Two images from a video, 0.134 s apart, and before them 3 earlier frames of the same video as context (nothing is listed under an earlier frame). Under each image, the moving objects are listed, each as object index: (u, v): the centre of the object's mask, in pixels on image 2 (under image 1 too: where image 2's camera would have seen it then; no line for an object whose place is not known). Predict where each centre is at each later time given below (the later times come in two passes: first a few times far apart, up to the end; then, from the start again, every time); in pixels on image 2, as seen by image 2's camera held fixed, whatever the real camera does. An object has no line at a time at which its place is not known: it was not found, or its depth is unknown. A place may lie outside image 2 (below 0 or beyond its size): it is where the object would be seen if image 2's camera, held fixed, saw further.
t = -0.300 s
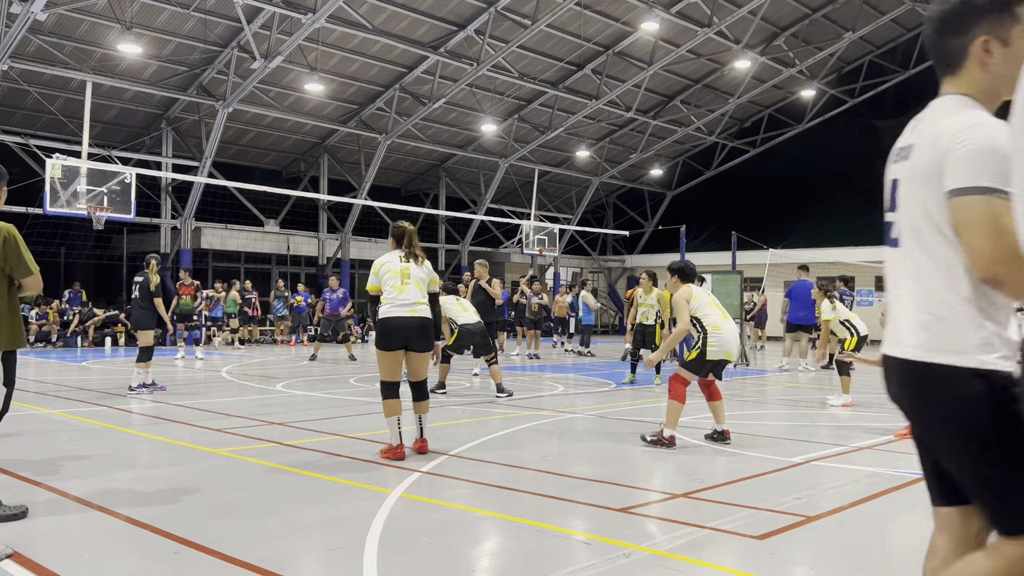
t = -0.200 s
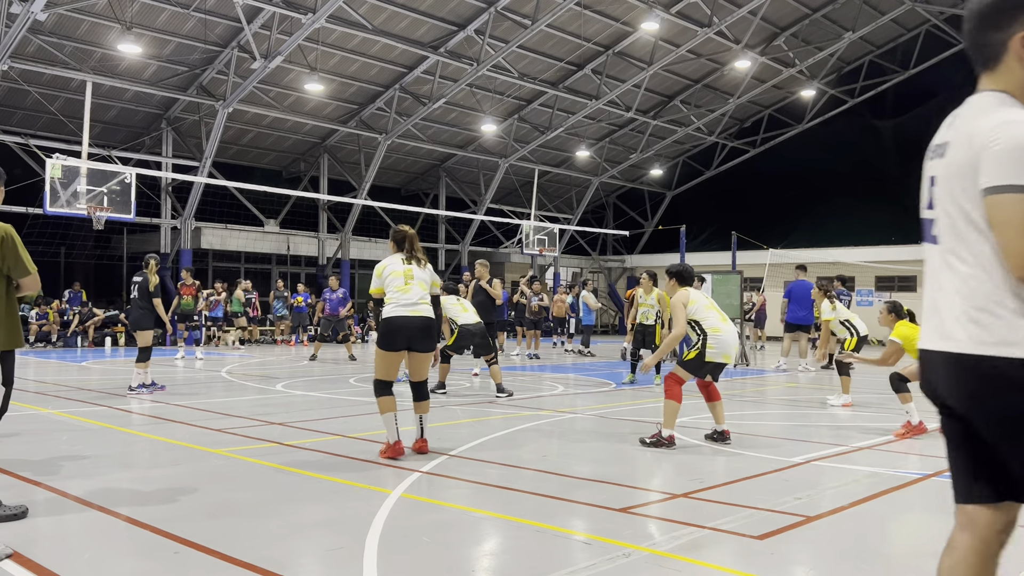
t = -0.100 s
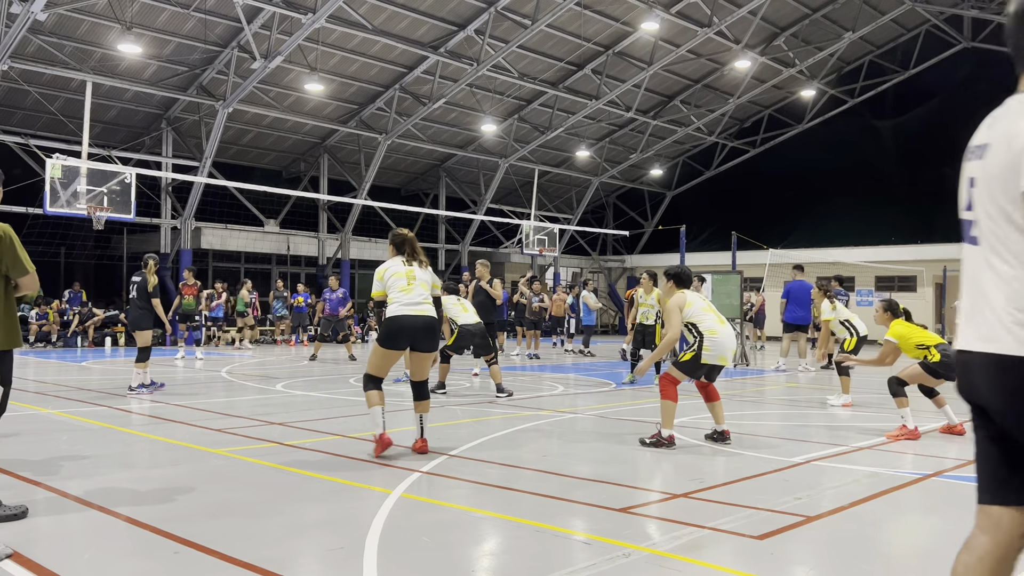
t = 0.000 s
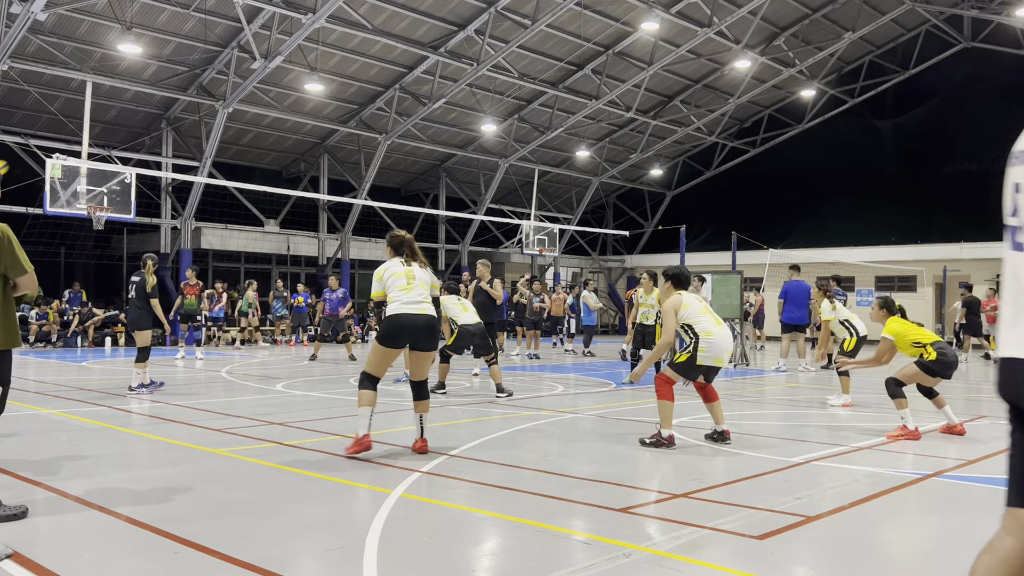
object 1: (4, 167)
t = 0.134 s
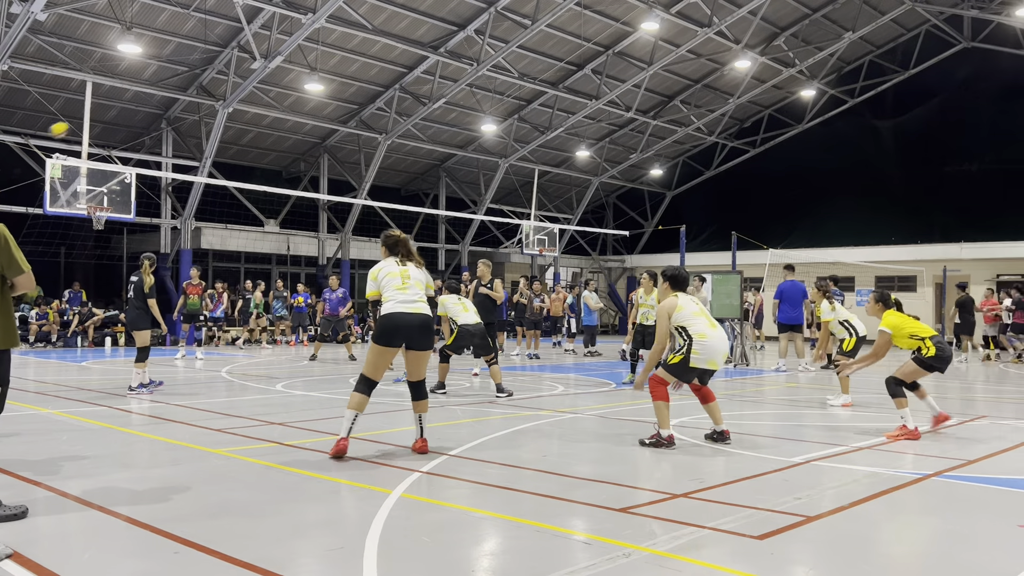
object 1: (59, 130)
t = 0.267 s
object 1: (125, 100)
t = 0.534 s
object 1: (279, 71)
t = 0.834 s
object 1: (499, 108)
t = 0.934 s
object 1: (589, 141)
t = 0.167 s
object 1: (74, 121)
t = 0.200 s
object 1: (92, 114)
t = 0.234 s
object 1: (108, 107)
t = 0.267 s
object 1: (125, 100)
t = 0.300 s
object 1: (142, 94)
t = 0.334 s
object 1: (161, 88)
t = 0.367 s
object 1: (180, 84)
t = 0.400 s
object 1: (198, 80)
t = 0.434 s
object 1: (216, 76)
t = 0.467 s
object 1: (237, 73)
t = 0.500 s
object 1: (258, 72)
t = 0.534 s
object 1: (279, 71)
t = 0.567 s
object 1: (301, 71)
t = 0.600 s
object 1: (323, 72)
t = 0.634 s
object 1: (347, 75)
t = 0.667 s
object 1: (371, 77)
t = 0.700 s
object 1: (394, 80)
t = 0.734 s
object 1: (420, 86)
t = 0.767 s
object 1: (446, 92)
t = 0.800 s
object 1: (472, 99)
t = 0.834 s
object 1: (499, 108)
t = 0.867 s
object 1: (529, 118)
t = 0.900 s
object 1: (559, 129)
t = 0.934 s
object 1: (589, 141)
